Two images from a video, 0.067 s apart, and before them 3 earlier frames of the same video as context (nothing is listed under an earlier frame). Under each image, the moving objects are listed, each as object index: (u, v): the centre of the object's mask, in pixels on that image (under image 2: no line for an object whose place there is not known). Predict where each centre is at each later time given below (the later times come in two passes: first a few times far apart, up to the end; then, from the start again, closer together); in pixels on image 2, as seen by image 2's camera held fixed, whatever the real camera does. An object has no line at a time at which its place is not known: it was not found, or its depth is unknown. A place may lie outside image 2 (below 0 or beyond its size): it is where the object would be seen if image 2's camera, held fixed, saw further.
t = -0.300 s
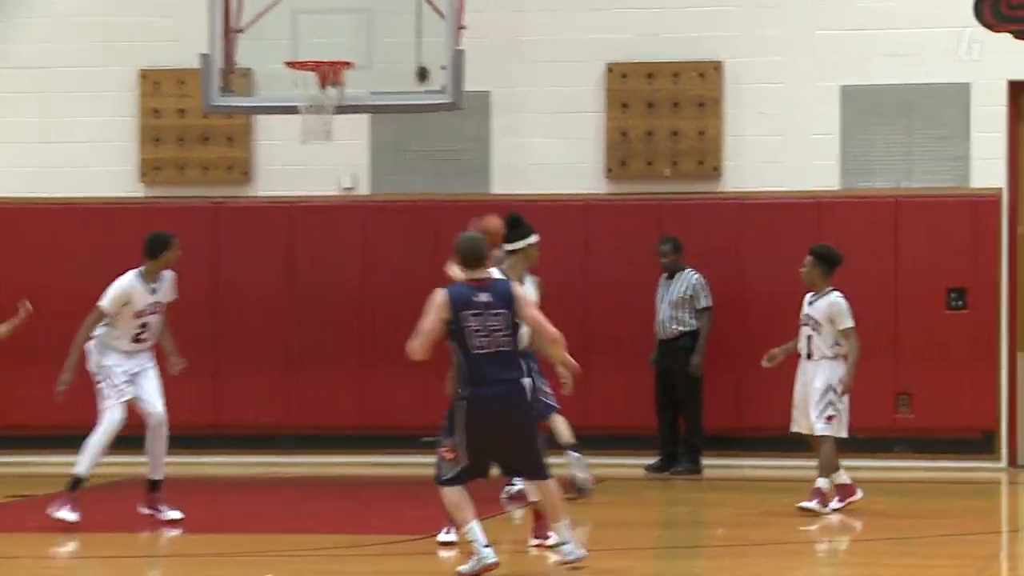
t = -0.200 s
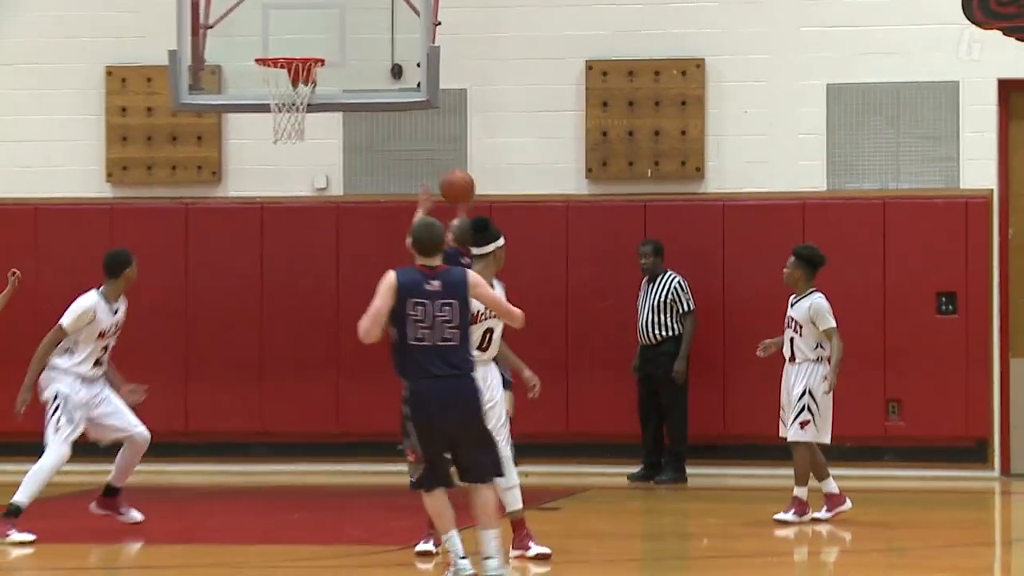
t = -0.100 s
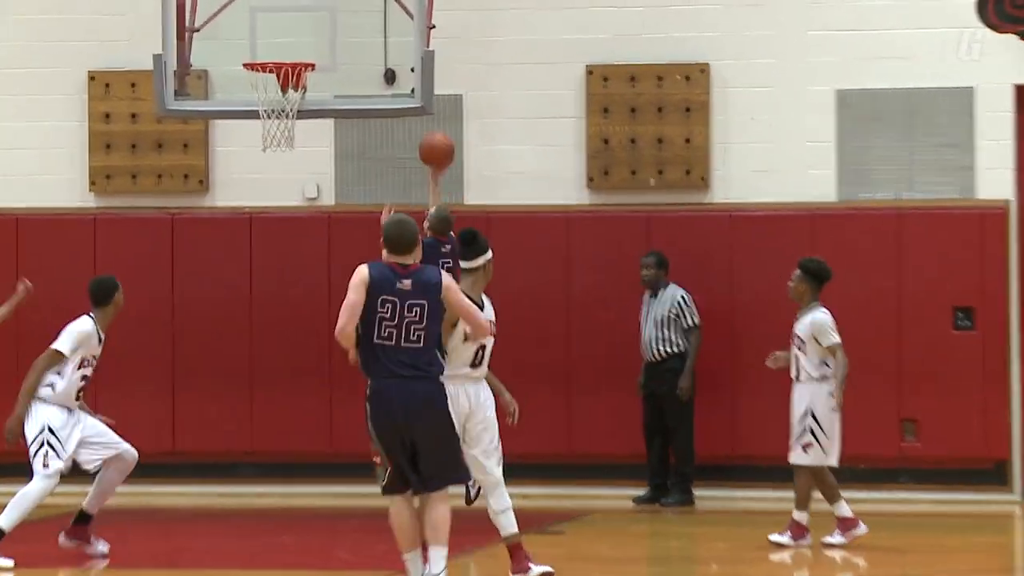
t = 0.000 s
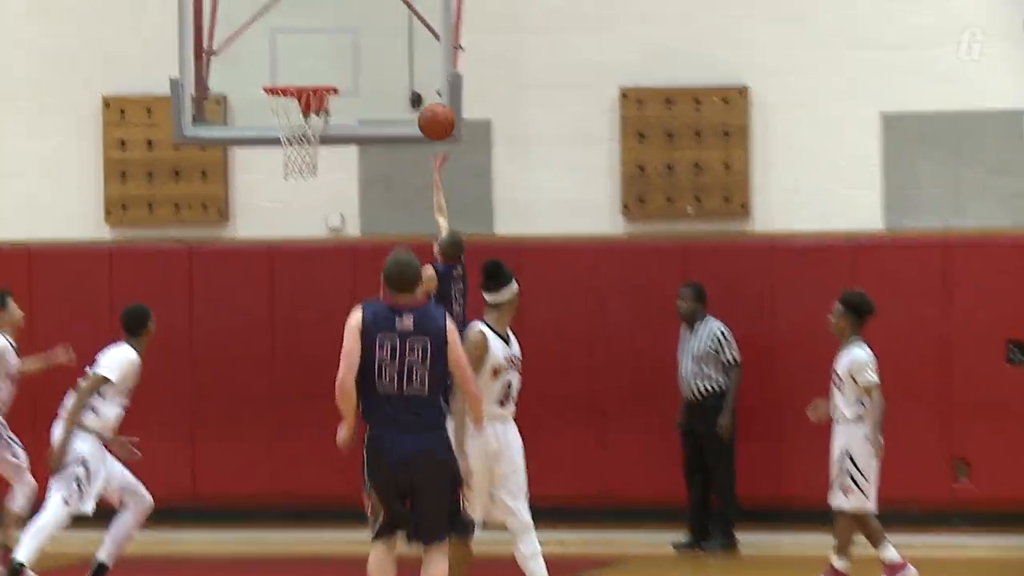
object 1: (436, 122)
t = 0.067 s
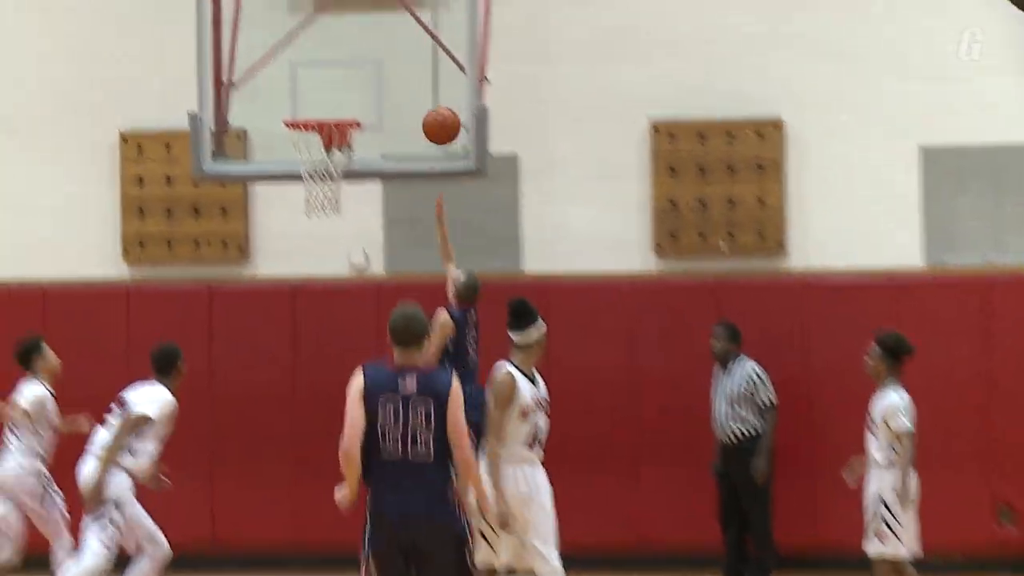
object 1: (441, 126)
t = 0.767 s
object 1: (324, 206)
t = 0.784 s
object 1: (324, 212)
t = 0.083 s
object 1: (436, 119)
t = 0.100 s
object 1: (430, 113)
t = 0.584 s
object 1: (320, 141)
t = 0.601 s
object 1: (320, 145)
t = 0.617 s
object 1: (319, 151)
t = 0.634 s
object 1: (320, 158)
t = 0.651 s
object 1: (320, 164)
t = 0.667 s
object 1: (321, 171)
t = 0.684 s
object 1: (322, 177)
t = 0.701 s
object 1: (325, 183)
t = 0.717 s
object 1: (323, 188)
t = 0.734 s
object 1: (323, 193)
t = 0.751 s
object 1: (324, 200)
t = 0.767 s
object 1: (324, 206)
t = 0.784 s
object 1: (324, 212)
